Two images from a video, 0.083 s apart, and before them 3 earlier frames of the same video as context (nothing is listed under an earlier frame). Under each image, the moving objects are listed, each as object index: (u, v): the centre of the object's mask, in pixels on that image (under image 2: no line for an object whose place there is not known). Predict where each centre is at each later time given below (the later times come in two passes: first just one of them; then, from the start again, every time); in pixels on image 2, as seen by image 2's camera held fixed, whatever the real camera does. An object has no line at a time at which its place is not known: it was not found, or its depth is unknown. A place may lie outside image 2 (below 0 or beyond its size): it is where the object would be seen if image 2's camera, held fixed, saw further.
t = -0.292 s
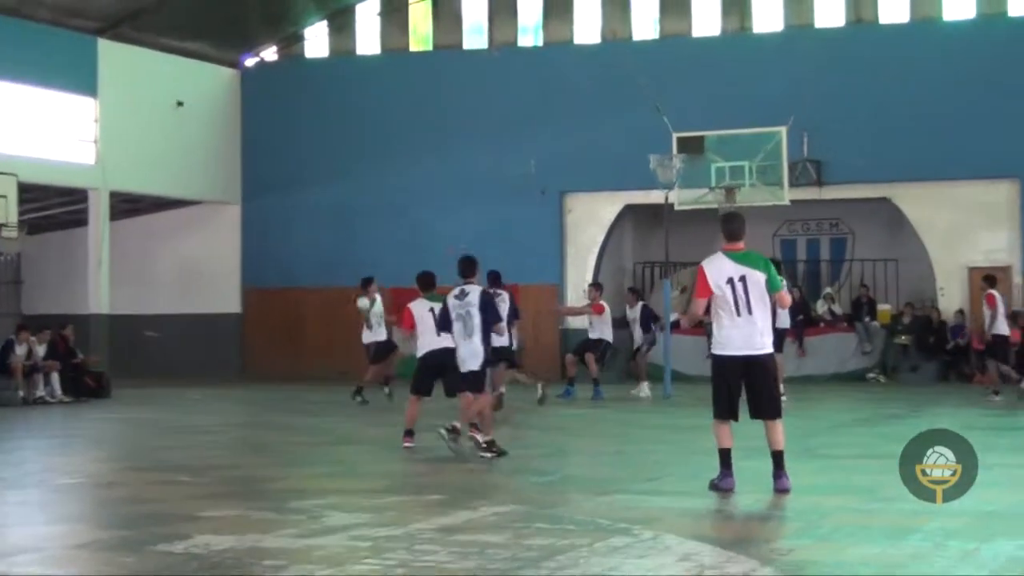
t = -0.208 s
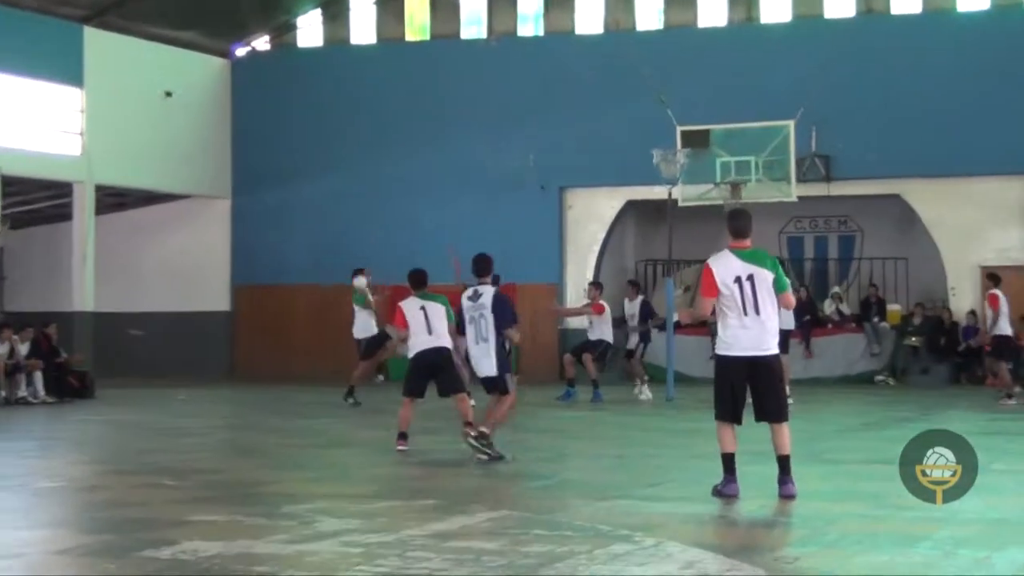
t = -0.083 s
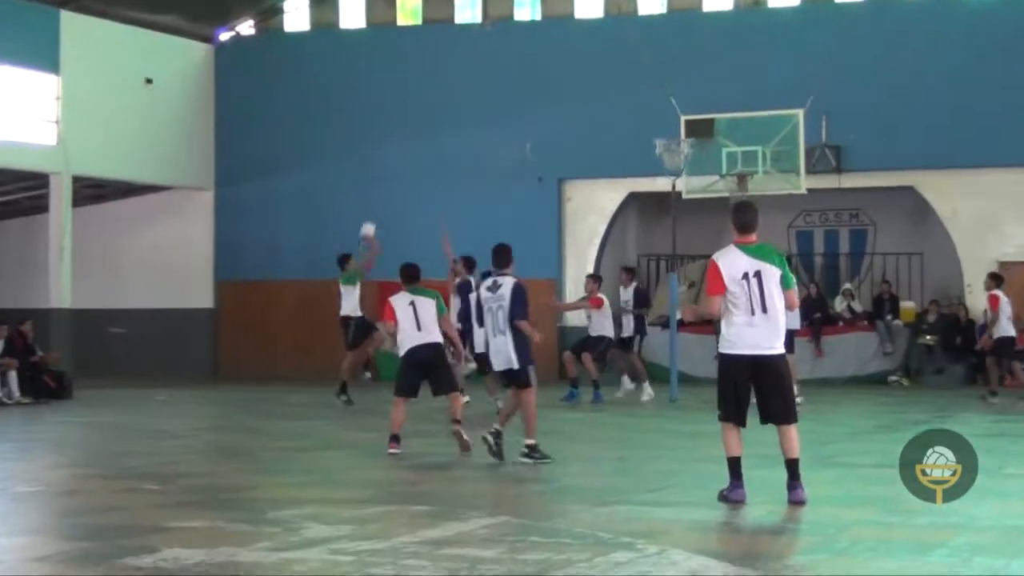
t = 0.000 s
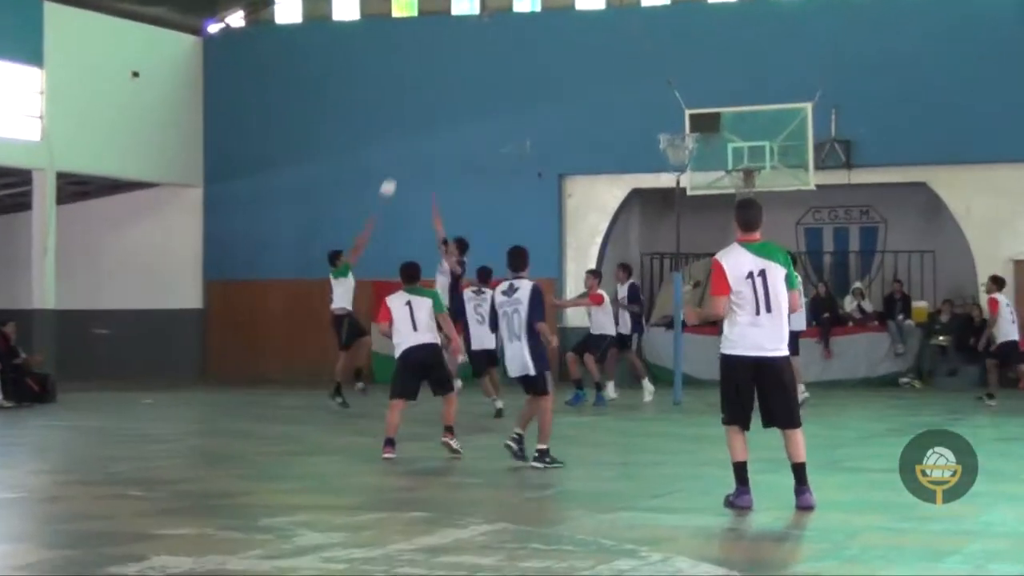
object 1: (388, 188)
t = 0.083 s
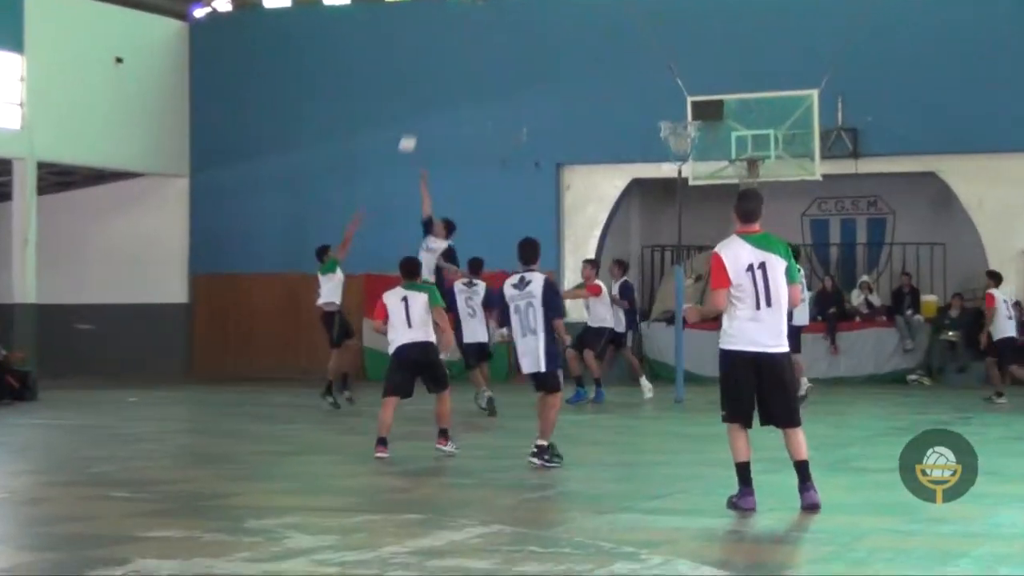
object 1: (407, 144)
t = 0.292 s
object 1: (479, 82)
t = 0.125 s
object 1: (424, 125)
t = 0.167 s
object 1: (434, 114)
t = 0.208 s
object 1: (451, 101)
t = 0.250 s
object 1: (463, 92)
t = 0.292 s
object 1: (479, 82)
